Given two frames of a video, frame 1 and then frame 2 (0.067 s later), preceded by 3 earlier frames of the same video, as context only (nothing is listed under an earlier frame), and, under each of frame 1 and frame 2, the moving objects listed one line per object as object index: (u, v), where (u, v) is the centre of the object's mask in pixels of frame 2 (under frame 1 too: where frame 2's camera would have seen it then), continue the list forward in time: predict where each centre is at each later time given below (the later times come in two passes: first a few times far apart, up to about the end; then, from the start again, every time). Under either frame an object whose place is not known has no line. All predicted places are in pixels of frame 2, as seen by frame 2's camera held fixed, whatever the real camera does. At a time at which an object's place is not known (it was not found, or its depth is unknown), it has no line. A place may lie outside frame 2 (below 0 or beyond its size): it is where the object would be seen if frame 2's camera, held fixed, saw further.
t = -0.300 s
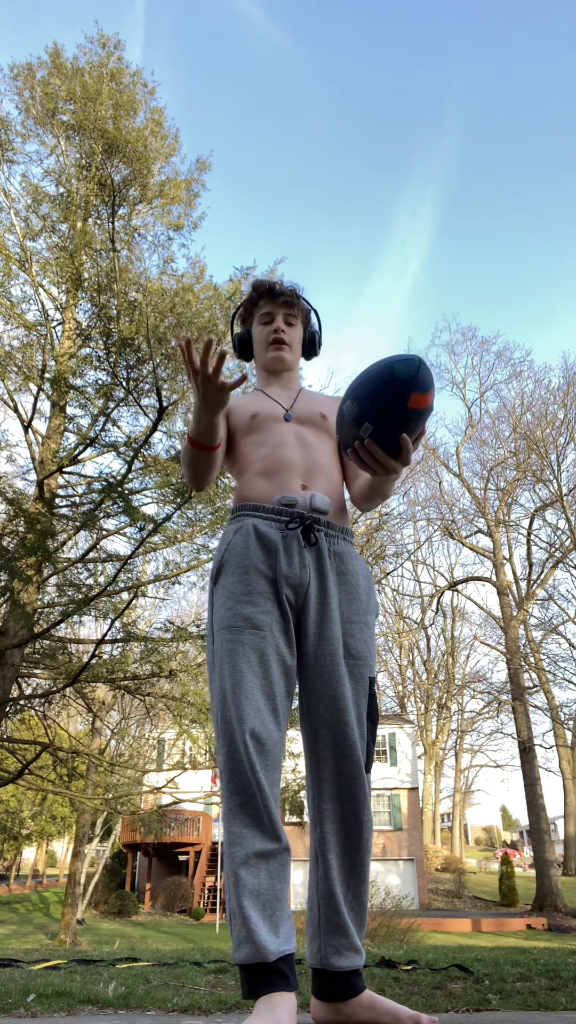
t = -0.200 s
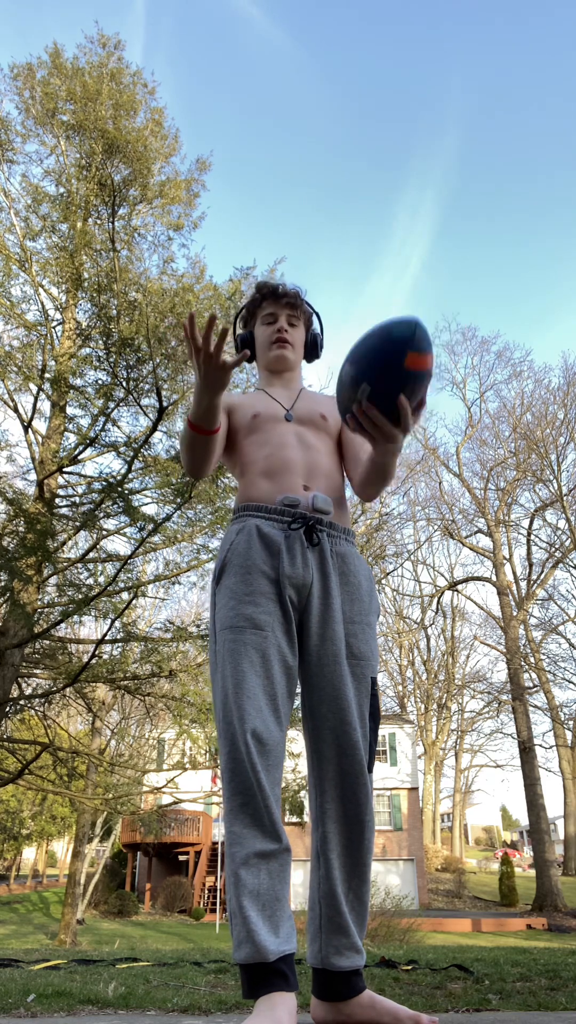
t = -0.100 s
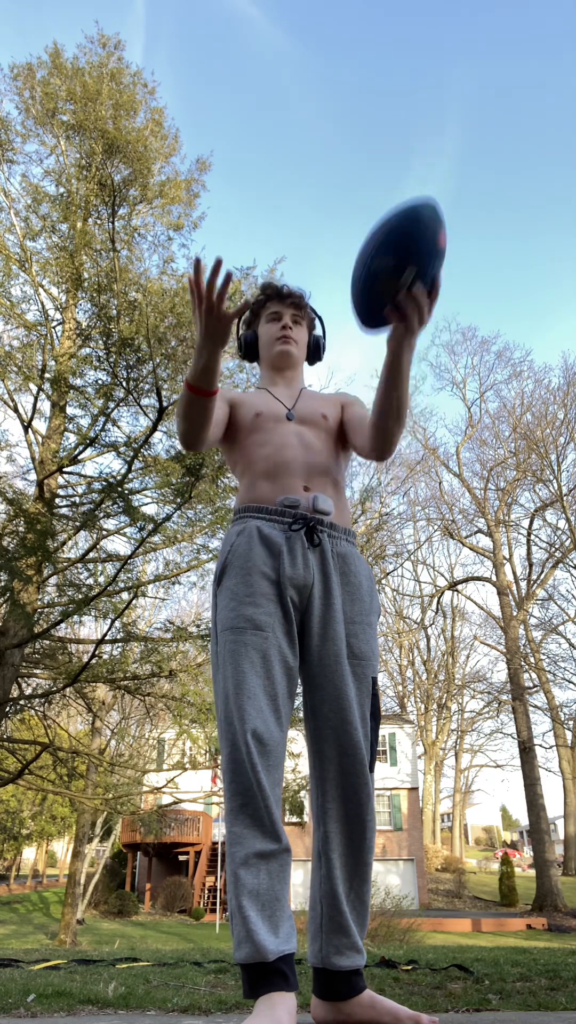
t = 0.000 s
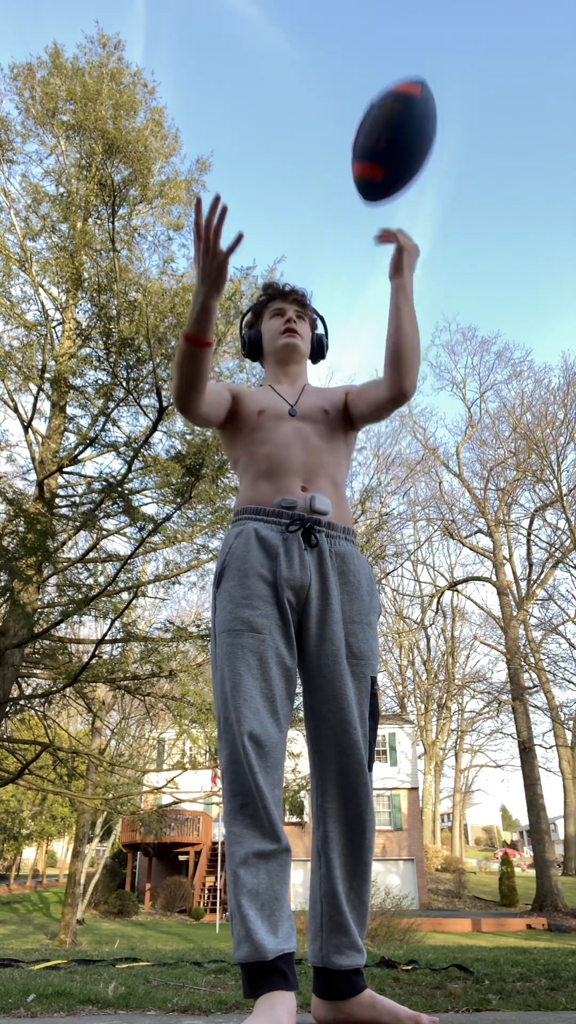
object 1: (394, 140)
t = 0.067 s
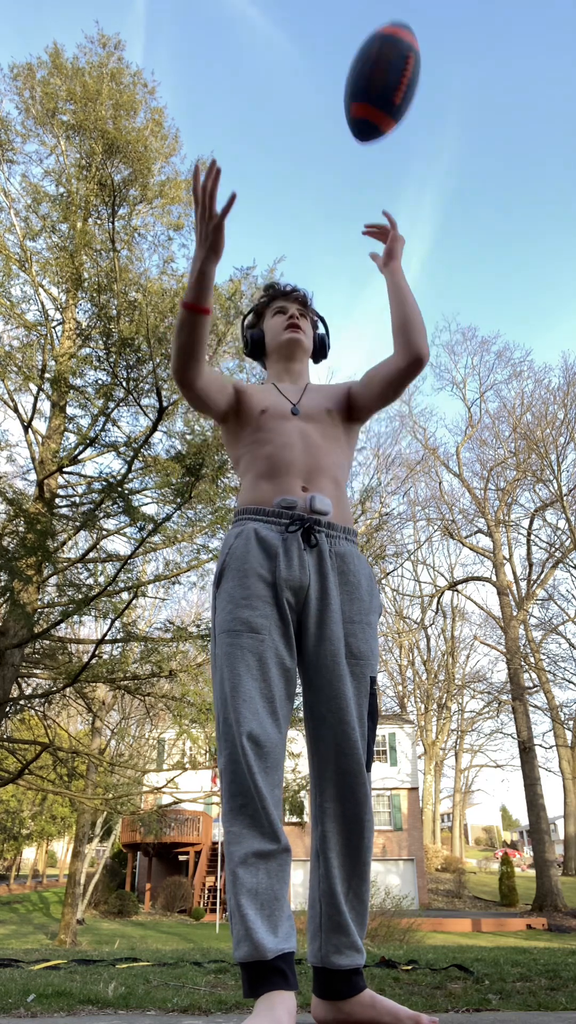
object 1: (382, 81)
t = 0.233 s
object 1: (361, 28)
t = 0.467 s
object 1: (348, 35)
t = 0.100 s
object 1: (377, 59)
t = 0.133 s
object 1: (372, 46)
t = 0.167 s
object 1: (368, 37)
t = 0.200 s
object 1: (364, 32)
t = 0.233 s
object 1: (361, 28)
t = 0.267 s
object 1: (356, 24)
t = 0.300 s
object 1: (352, 22)
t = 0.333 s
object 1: (350, 22)
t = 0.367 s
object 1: (349, 22)
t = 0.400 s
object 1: (349, 25)
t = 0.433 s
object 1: (349, 30)
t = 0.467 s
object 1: (348, 35)
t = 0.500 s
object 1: (347, 43)
